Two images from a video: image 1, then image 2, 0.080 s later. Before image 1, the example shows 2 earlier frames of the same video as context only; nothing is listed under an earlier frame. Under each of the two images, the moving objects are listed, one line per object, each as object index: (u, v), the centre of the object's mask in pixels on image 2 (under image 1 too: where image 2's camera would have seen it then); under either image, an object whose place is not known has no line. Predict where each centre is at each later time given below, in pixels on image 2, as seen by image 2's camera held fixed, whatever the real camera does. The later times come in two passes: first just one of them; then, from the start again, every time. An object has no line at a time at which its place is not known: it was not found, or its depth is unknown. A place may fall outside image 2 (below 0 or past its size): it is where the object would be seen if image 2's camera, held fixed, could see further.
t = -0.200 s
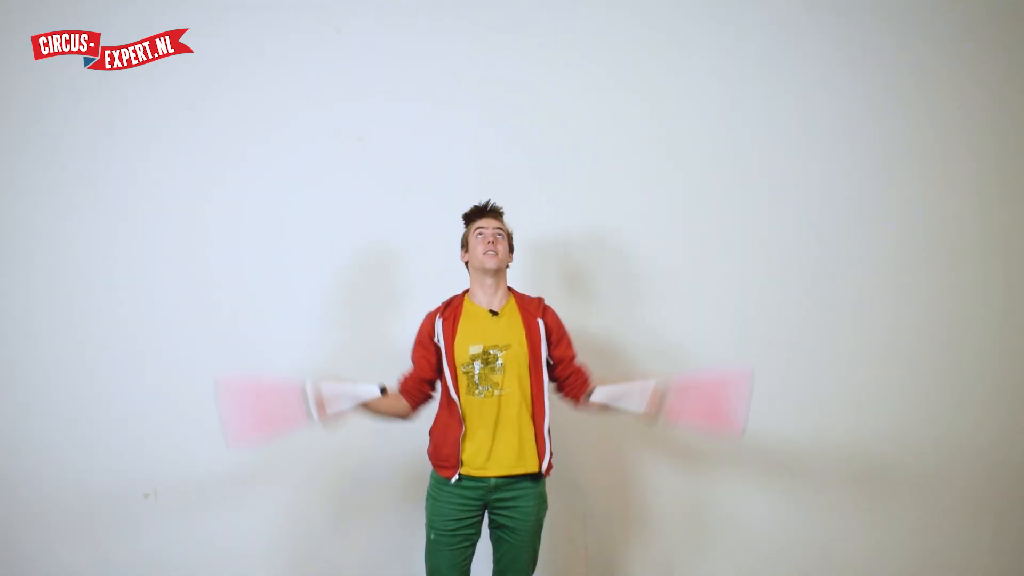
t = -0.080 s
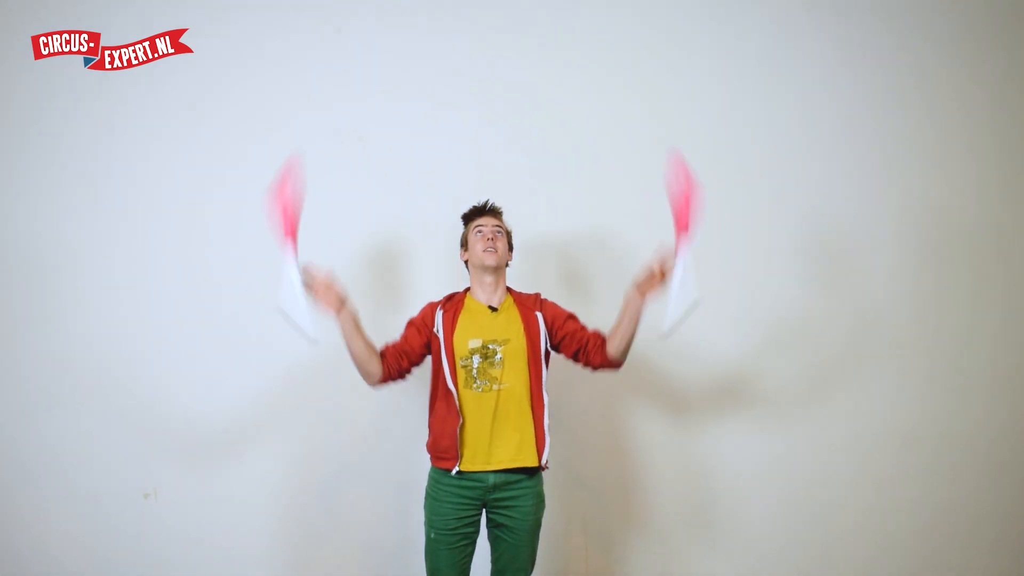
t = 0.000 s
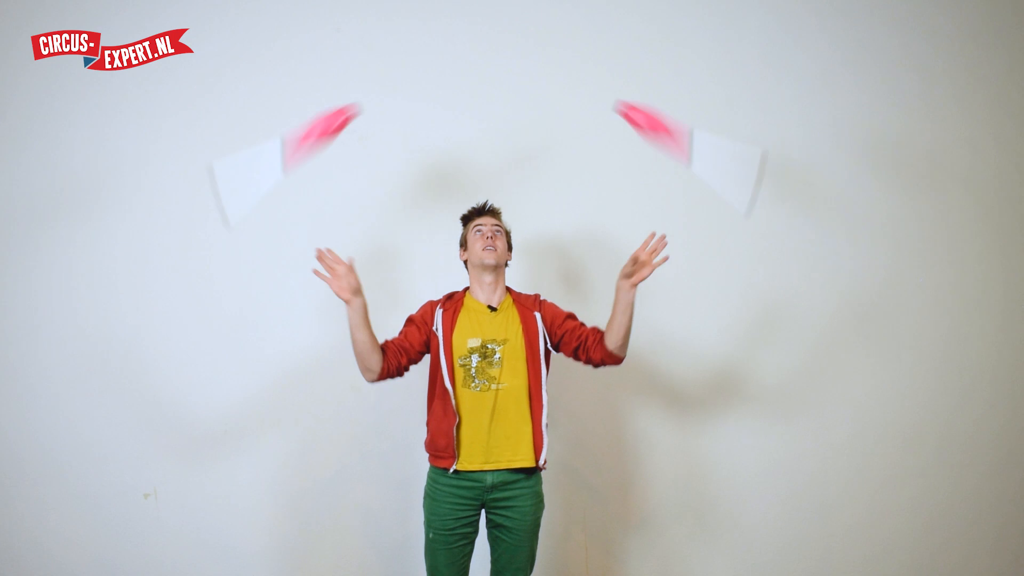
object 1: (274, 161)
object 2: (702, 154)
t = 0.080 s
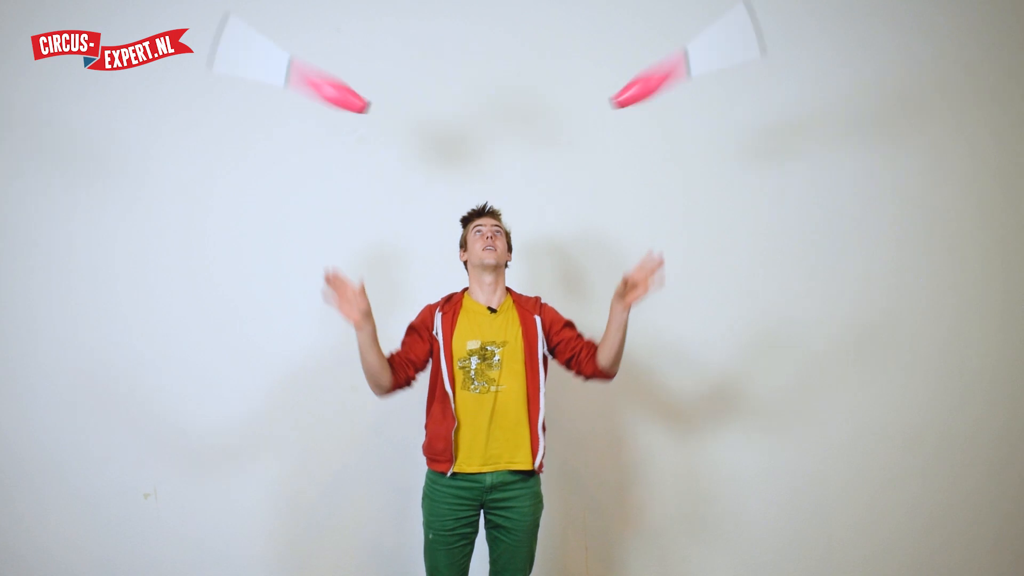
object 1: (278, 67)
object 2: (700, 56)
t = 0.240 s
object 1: (286, 21)
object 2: (703, 14)
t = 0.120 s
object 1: (301, 47)
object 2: (671, 47)
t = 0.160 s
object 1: (312, 52)
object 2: (668, 48)
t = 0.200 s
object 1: (300, 41)
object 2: (685, 33)
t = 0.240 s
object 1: (286, 21)
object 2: (703, 14)
